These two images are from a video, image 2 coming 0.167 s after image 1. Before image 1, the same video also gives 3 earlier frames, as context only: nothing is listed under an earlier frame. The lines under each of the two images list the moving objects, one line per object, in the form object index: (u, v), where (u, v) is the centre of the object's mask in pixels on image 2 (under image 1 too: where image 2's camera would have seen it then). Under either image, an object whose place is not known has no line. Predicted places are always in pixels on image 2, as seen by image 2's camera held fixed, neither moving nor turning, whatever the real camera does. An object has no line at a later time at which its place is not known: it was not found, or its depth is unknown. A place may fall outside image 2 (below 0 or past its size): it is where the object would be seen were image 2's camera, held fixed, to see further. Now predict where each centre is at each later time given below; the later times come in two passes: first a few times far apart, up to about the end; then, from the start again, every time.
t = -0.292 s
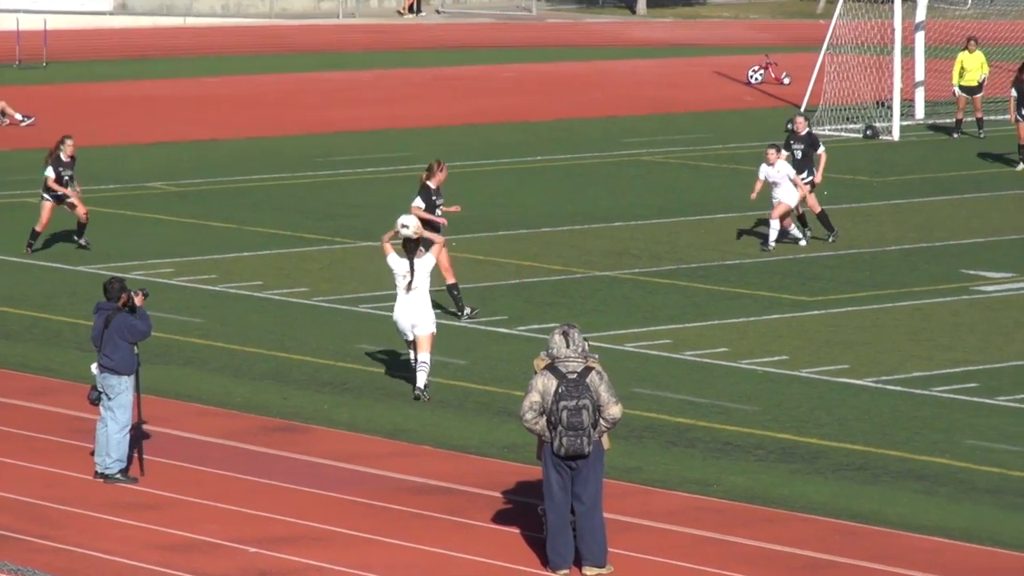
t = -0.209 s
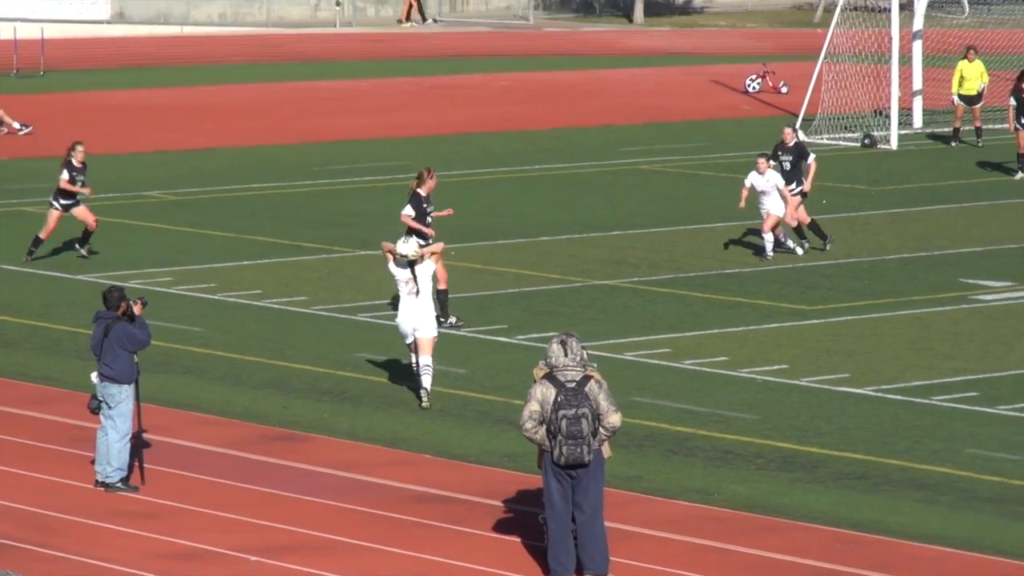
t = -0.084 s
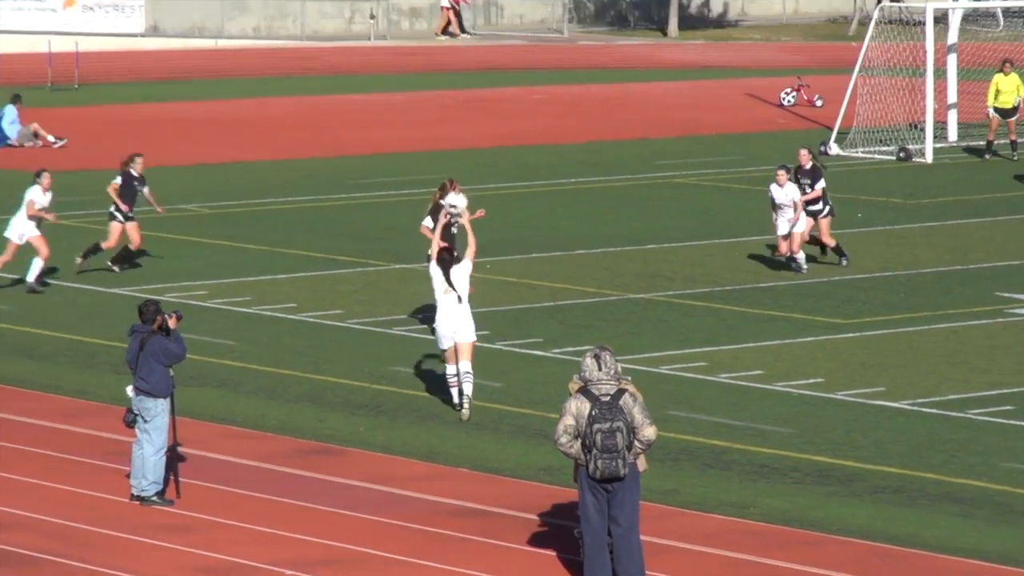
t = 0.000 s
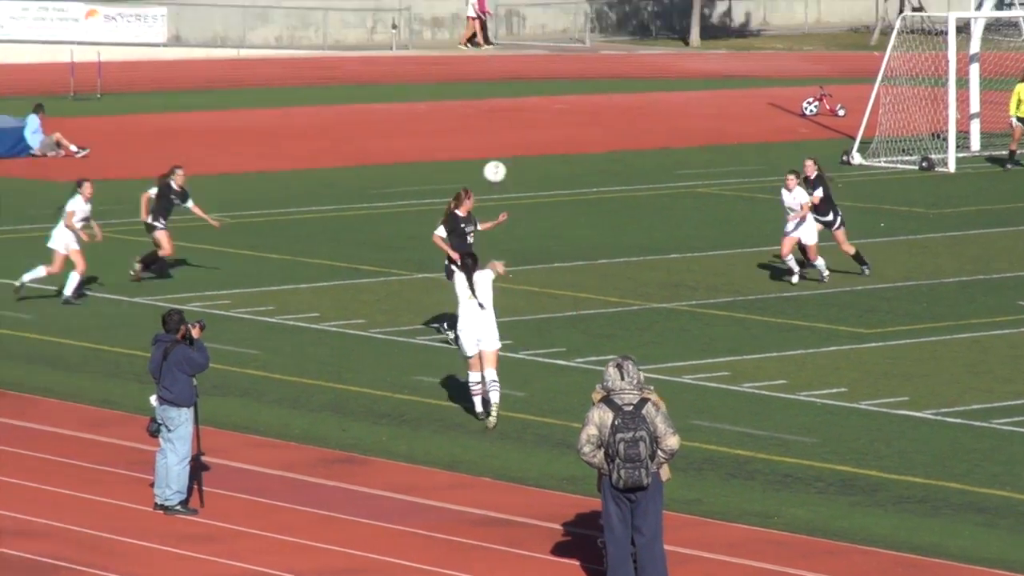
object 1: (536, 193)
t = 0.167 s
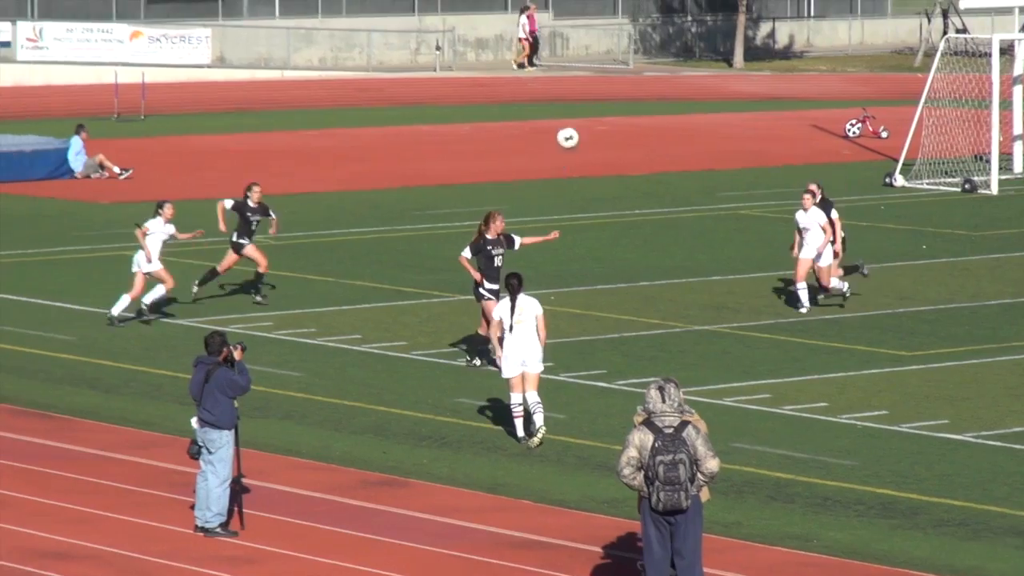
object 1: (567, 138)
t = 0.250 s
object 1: (582, 122)
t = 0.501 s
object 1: (616, 110)
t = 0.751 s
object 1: (647, 145)
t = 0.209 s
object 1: (575, 129)
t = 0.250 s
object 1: (582, 122)
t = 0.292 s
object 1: (587, 116)
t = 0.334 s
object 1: (594, 112)
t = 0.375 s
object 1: (599, 110)
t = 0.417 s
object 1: (605, 109)
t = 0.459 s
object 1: (610, 109)
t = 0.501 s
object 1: (616, 110)
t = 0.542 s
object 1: (621, 113)
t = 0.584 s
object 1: (626, 117)
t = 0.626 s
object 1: (631, 122)
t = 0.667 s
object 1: (636, 128)
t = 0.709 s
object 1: (641, 136)
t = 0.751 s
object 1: (647, 145)
